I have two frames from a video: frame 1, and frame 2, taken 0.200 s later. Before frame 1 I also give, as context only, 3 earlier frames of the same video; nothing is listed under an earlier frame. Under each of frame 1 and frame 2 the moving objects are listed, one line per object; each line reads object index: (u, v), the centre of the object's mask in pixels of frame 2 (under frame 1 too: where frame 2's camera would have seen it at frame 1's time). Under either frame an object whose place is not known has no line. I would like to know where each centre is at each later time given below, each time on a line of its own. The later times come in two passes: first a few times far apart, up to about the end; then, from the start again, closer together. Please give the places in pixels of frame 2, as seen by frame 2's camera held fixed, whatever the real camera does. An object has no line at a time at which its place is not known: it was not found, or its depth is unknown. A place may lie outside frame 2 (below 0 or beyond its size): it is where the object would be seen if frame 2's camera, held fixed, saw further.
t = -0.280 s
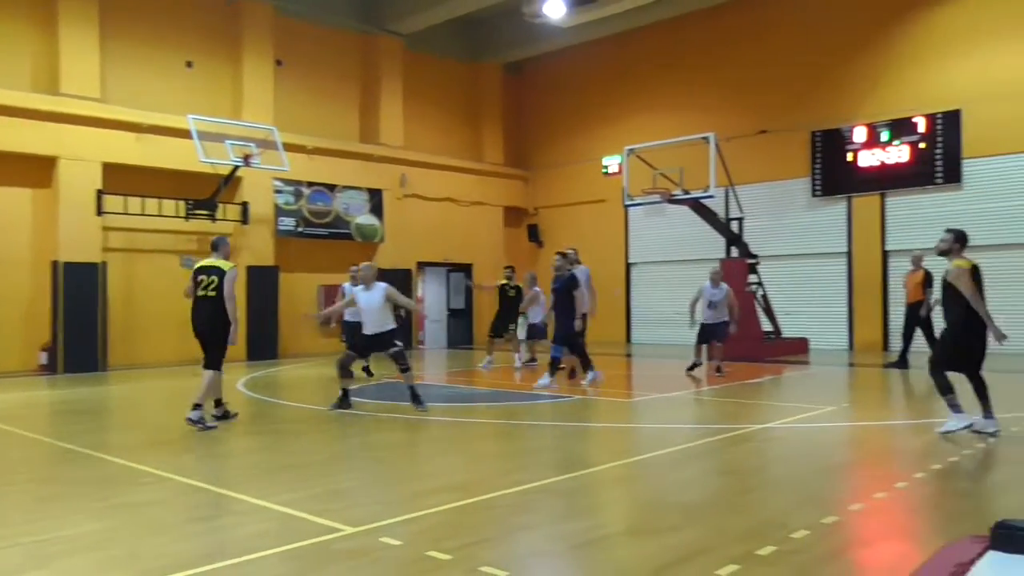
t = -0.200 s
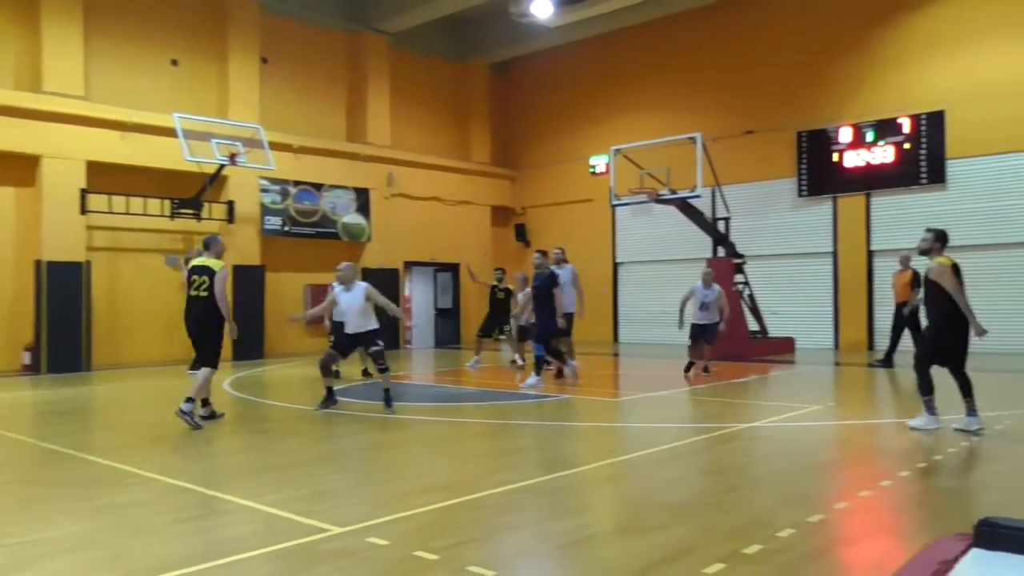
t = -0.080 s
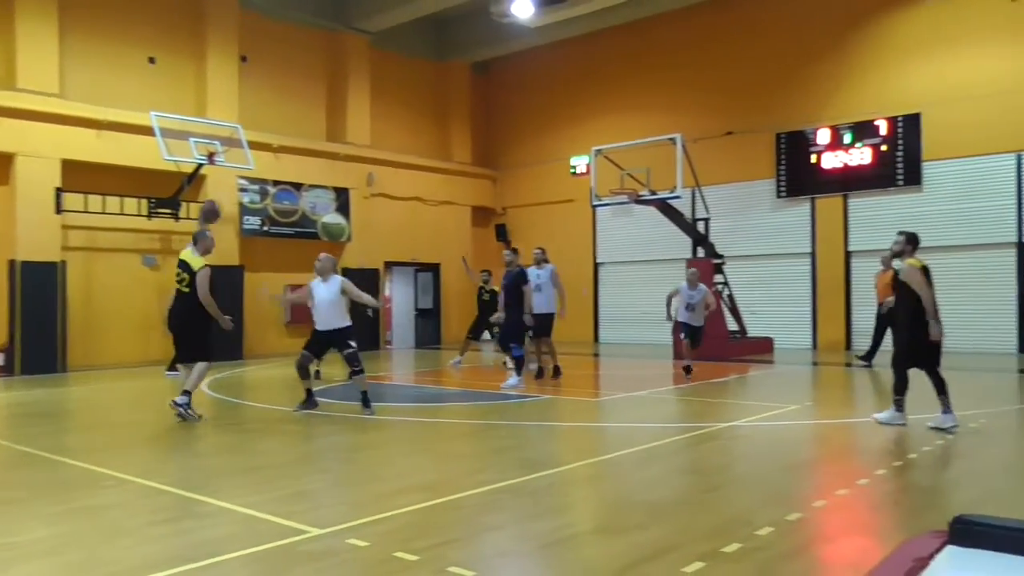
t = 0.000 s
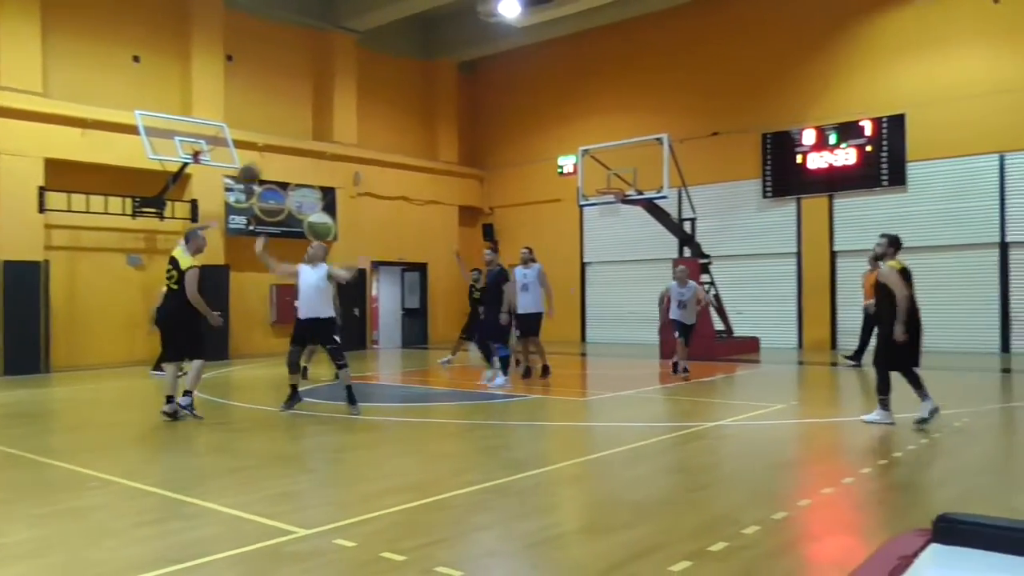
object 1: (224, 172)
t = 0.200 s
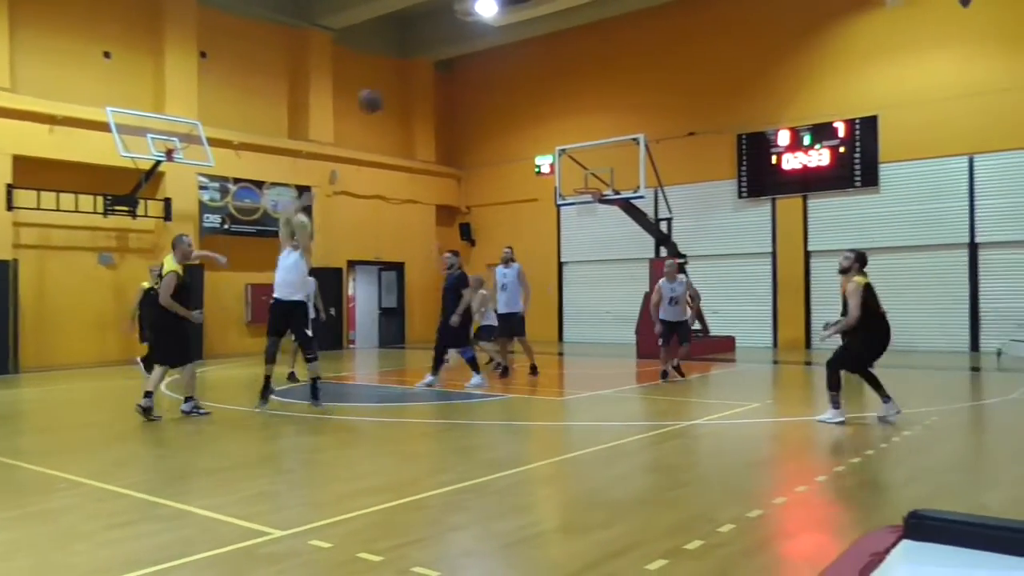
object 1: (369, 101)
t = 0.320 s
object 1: (459, 73)
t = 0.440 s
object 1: (560, 60)
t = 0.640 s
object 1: (731, 67)
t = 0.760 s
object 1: (842, 93)
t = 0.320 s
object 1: (459, 73)
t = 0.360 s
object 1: (491, 67)
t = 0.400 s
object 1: (526, 63)
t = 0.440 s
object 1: (560, 60)
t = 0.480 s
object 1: (592, 58)
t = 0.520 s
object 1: (627, 58)
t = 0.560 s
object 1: (661, 59)
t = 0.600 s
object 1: (696, 61)
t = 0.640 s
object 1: (731, 67)
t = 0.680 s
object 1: (768, 74)
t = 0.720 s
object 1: (805, 84)
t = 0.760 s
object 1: (842, 93)
